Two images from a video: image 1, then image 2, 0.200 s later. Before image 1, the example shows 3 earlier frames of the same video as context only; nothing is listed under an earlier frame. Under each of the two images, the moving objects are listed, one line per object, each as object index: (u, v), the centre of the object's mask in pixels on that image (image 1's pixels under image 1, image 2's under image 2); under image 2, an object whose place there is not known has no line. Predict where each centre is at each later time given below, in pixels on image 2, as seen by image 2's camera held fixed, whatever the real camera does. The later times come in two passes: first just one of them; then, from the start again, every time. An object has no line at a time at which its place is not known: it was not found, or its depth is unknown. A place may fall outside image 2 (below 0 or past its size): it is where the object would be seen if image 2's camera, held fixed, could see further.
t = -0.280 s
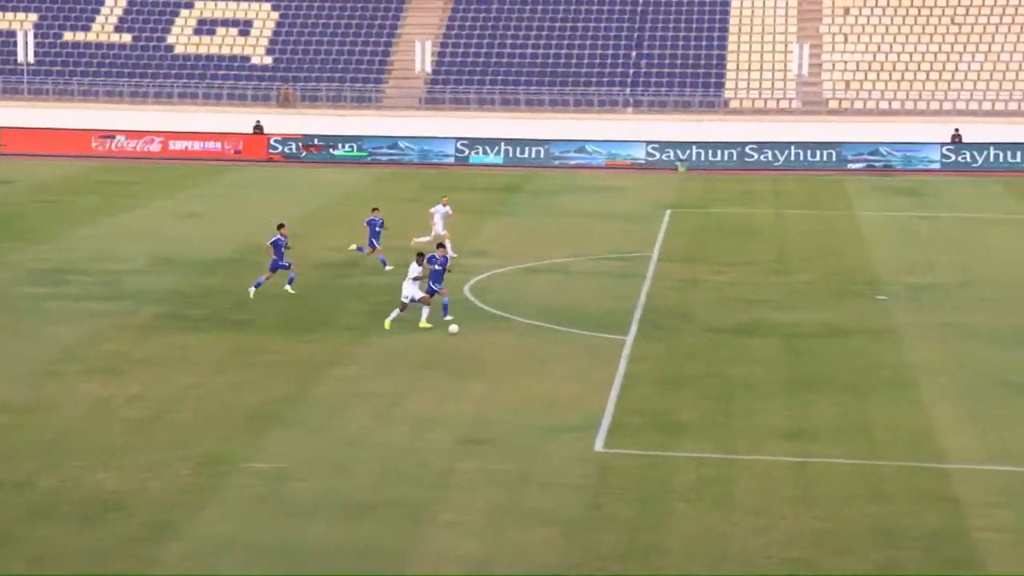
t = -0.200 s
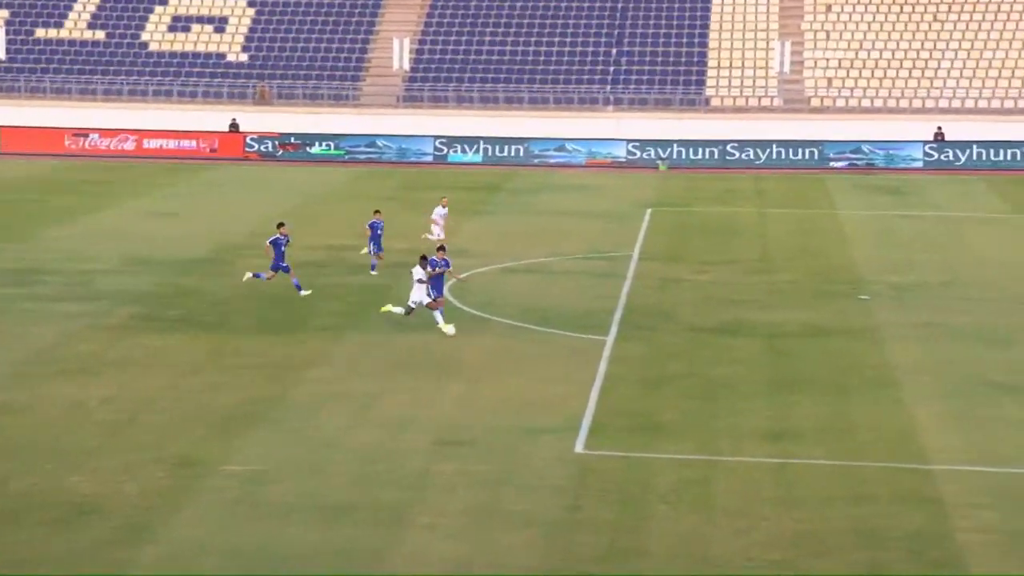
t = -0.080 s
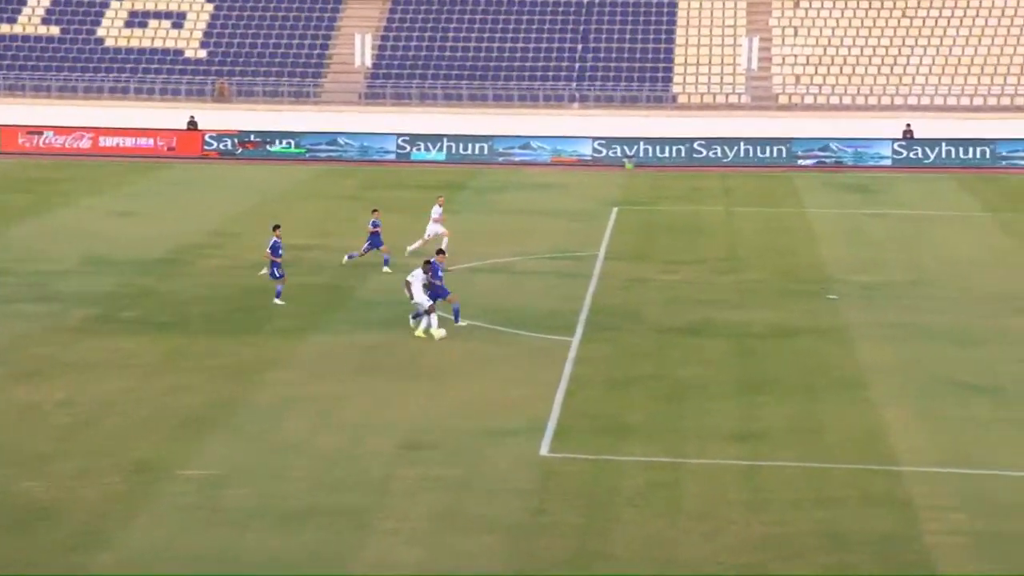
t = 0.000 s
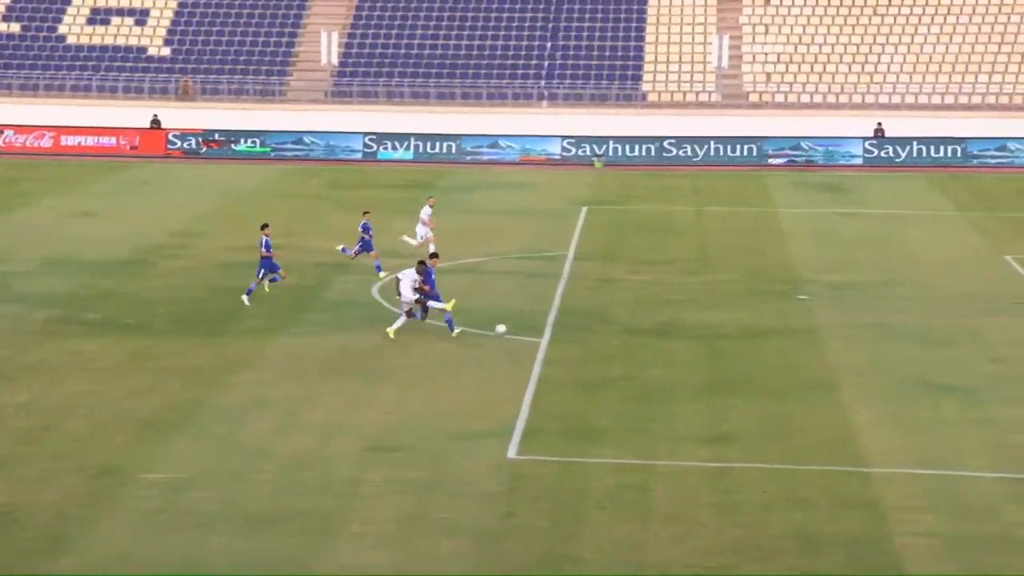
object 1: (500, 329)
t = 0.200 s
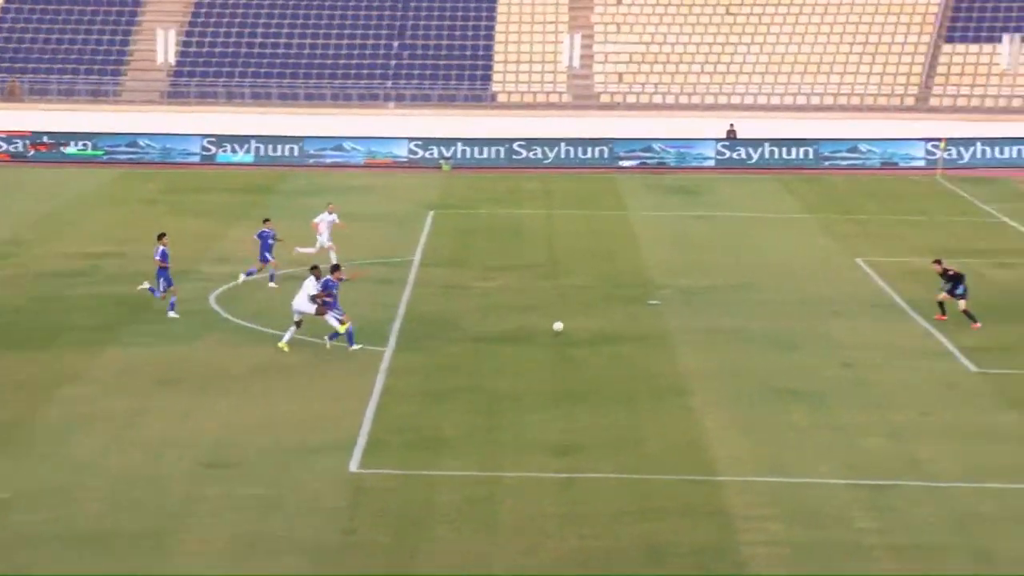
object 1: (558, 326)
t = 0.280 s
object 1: (631, 323)
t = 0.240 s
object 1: (595, 324)
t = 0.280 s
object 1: (631, 323)
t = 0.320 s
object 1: (666, 324)
